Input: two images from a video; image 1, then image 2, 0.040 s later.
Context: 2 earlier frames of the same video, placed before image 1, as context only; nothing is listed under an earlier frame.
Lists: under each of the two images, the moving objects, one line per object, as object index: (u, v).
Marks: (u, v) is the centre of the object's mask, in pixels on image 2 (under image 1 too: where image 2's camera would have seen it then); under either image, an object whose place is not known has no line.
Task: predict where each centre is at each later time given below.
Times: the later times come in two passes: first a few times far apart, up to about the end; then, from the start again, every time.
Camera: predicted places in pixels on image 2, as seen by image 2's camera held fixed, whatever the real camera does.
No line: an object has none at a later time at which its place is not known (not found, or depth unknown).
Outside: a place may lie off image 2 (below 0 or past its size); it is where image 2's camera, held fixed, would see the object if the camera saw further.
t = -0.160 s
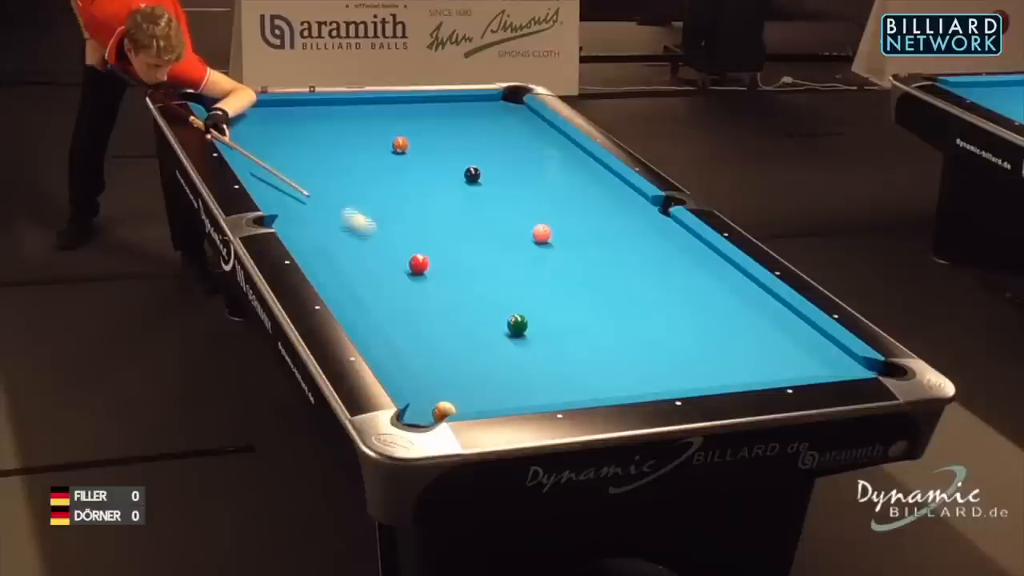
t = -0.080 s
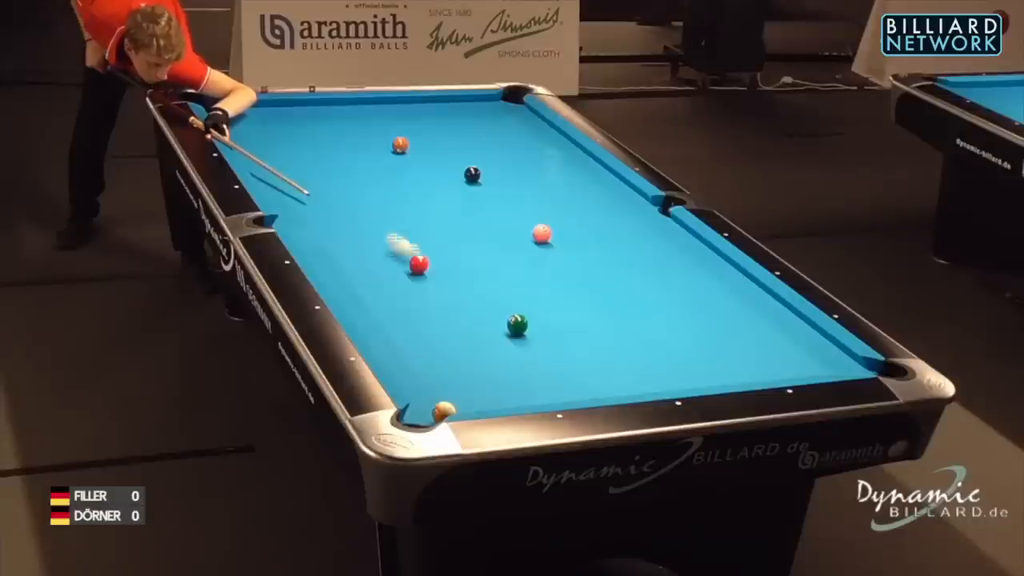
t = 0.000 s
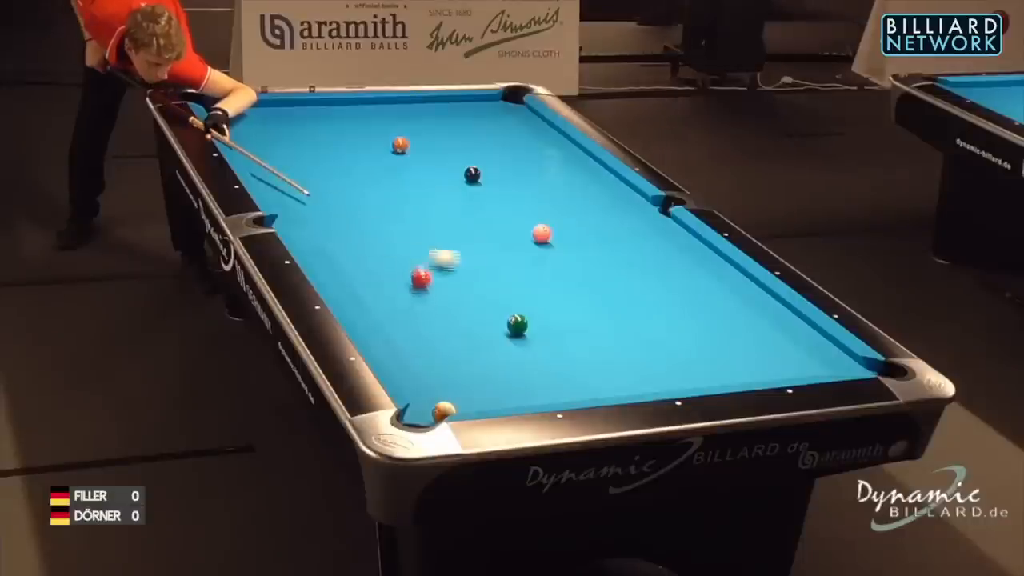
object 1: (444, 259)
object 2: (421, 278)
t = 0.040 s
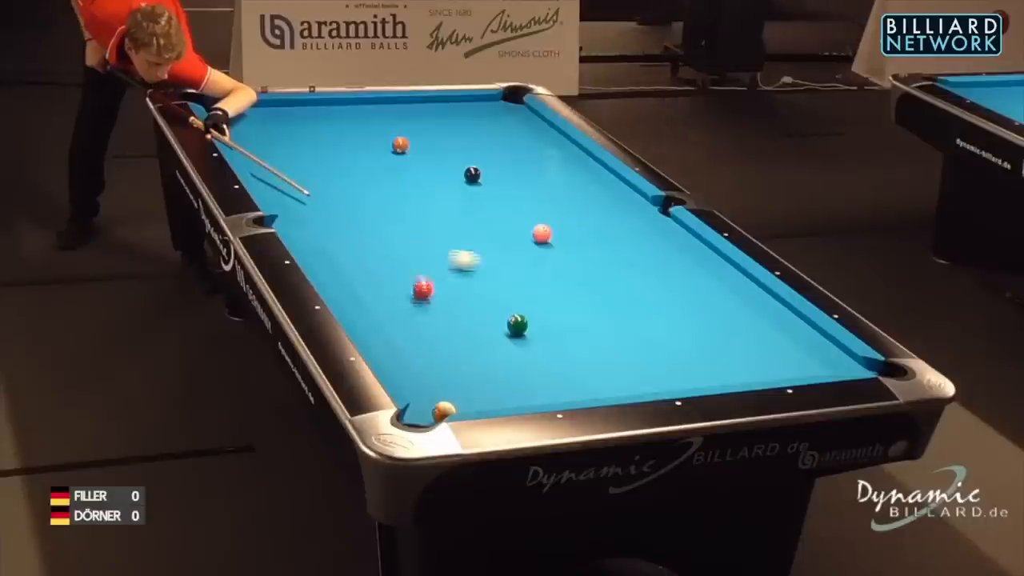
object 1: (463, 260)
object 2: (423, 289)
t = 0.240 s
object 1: (555, 273)
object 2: (431, 339)
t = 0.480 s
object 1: (664, 290)
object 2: (442, 395)
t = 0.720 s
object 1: (772, 307)
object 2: (441, 411)
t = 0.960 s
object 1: (760, 322)
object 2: (426, 421)
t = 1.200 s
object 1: (733, 336)
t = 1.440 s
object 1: (706, 351)
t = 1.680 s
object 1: (678, 366)
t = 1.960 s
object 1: (645, 382)
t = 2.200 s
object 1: (614, 388)
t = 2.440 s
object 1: (579, 387)
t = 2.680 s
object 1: (547, 385)
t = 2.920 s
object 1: (516, 383)
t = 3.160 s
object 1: (487, 381)
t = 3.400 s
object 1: (459, 379)
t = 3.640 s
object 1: (433, 377)
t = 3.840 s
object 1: (414, 375)
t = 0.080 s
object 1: (482, 263)
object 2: (425, 299)
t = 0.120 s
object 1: (501, 266)
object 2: (426, 309)
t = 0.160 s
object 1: (519, 268)
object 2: (427, 320)
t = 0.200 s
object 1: (536, 271)
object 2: (429, 330)
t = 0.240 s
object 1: (555, 273)
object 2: (431, 339)
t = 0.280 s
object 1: (574, 276)
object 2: (433, 349)
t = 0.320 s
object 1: (591, 279)
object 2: (434, 359)
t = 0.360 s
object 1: (609, 281)
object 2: (436, 371)
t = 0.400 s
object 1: (627, 284)
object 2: (438, 380)
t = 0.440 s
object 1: (646, 287)
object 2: (439, 388)
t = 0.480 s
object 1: (664, 290)
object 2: (442, 395)
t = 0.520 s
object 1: (681, 293)
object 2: (443, 399)
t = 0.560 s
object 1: (700, 295)
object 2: (442, 404)
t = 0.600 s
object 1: (718, 298)
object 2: (441, 406)
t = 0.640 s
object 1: (736, 301)
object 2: (441, 408)
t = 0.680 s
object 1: (755, 304)
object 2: (441, 410)
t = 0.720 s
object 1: (772, 307)
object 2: (441, 411)
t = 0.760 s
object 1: (786, 310)
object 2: (440, 412)
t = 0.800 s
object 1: (781, 312)
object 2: (437, 413)
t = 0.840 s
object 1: (775, 315)
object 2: (435, 414)
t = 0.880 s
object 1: (770, 317)
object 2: (432, 417)
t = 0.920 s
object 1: (765, 319)
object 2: (429, 418)
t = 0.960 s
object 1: (760, 322)
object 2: (426, 421)
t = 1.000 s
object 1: (756, 324)
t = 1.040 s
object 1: (752, 327)
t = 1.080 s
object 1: (747, 329)
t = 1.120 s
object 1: (743, 332)
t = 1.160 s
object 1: (738, 334)
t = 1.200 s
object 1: (733, 336)
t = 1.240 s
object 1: (729, 339)
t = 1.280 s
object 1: (725, 341)
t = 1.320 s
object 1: (719, 344)
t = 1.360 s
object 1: (715, 346)
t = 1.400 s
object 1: (710, 348)
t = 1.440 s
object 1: (706, 351)
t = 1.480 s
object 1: (701, 353)
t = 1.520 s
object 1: (697, 356)
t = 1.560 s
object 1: (692, 359)
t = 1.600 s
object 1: (687, 361)
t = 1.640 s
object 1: (683, 363)
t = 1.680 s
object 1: (678, 366)
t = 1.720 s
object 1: (673, 369)
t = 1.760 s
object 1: (669, 371)
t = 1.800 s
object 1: (664, 373)
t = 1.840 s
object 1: (659, 375)
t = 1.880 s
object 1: (654, 378)
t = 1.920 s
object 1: (650, 380)
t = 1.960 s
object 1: (645, 382)
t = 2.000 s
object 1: (641, 383)
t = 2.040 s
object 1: (636, 385)
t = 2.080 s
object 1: (631, 387)
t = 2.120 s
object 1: (626, 389)
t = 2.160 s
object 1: (620, 388)
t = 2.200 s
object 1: (614, 388)
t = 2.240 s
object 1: (608, 387)
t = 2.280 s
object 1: (602, 387)
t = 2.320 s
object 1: (596, 388)
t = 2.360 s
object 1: (590, 387)
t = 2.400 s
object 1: (585, 387)
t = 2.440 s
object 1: (579, 387)
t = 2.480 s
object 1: (574, 387)
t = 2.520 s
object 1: (568, 386)
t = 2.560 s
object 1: (563, 386)
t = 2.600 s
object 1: (557, 386)
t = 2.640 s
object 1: (552, 386)
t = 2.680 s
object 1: (547, 385)
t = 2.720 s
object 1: (541, 385)
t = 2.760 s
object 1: (536, 385)
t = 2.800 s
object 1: (531, 384)
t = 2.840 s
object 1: (526, 383)
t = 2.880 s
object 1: (521, 383)
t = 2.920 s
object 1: (516, 383)
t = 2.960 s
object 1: (511, 382)
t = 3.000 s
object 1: (506, 382)
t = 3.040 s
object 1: (500, 382)
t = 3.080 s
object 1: (496, 381)
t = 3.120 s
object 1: (491, 381)
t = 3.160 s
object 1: (487, 381)
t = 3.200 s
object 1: (482, 380)
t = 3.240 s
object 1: (477, 380)
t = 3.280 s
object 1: (472, 380)
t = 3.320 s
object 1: (468, 379)
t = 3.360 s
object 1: (464, 379)
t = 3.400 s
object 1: (459, 379)
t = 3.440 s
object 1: (455, 378)
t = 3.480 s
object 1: (451, 378)
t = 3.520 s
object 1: (446, 378)
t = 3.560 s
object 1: (442, 378)
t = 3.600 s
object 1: (438, 377)
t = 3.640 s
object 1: (433, 377)
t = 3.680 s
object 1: (430, 376)
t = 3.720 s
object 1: (426, 376)
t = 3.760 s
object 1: (422, 376)
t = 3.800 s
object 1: (418, 376)
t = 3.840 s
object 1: (414, 375)
